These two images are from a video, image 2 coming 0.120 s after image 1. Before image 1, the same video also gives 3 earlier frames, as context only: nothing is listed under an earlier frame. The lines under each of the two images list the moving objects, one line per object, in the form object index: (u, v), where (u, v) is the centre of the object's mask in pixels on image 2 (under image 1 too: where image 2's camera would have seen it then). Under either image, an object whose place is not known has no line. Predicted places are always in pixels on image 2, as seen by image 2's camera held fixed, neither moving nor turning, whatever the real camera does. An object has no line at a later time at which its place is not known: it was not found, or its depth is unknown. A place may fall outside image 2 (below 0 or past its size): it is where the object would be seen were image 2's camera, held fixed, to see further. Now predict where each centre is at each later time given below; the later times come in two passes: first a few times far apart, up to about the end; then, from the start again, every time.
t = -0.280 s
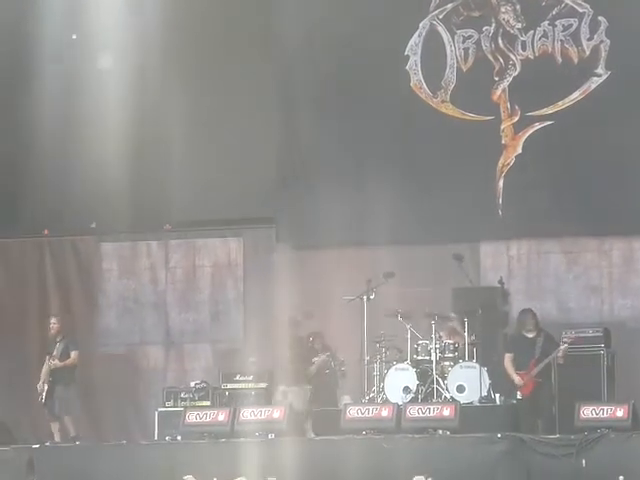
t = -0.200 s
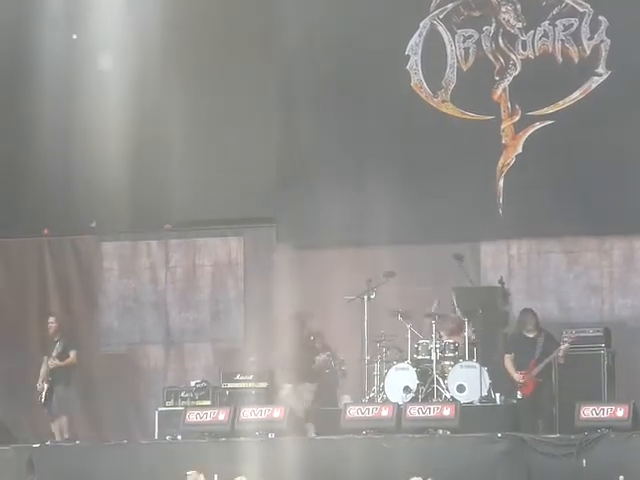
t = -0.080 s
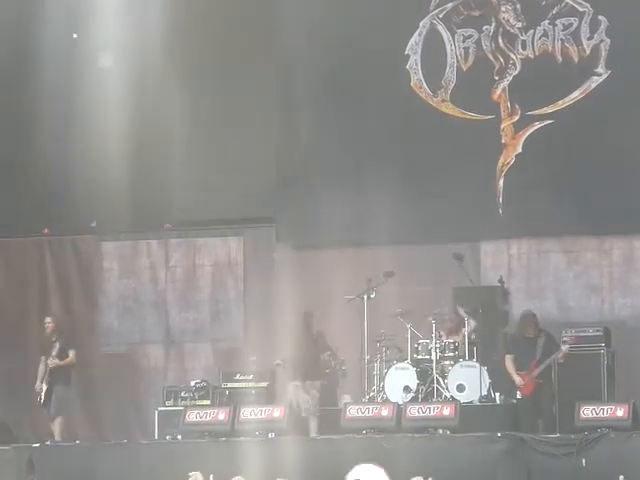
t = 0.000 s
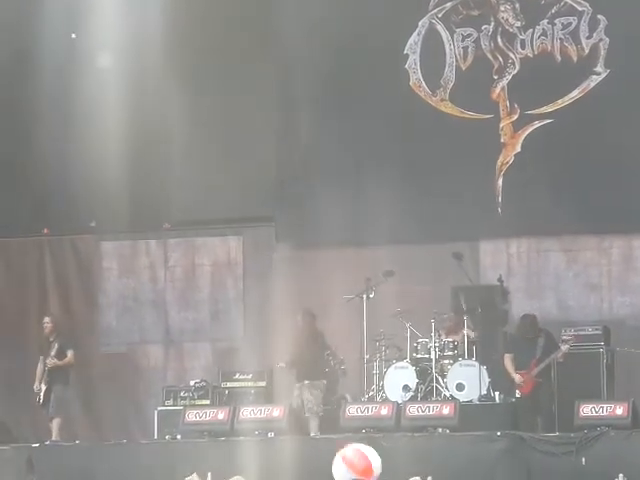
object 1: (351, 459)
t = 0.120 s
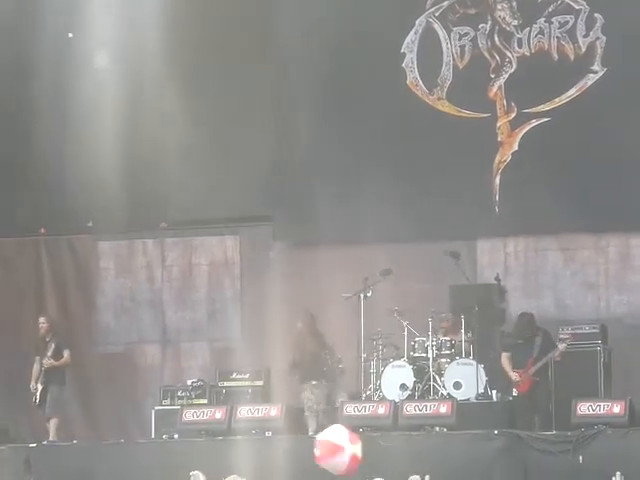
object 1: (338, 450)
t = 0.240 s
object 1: (320, 446)
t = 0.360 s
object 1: (306, 456)
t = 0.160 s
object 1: (332, 447)
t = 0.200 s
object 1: (326, 446)
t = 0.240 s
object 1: (320, 446)
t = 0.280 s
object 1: (315, 446)
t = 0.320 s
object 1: (310, 450)
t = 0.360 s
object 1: (306, 456)
